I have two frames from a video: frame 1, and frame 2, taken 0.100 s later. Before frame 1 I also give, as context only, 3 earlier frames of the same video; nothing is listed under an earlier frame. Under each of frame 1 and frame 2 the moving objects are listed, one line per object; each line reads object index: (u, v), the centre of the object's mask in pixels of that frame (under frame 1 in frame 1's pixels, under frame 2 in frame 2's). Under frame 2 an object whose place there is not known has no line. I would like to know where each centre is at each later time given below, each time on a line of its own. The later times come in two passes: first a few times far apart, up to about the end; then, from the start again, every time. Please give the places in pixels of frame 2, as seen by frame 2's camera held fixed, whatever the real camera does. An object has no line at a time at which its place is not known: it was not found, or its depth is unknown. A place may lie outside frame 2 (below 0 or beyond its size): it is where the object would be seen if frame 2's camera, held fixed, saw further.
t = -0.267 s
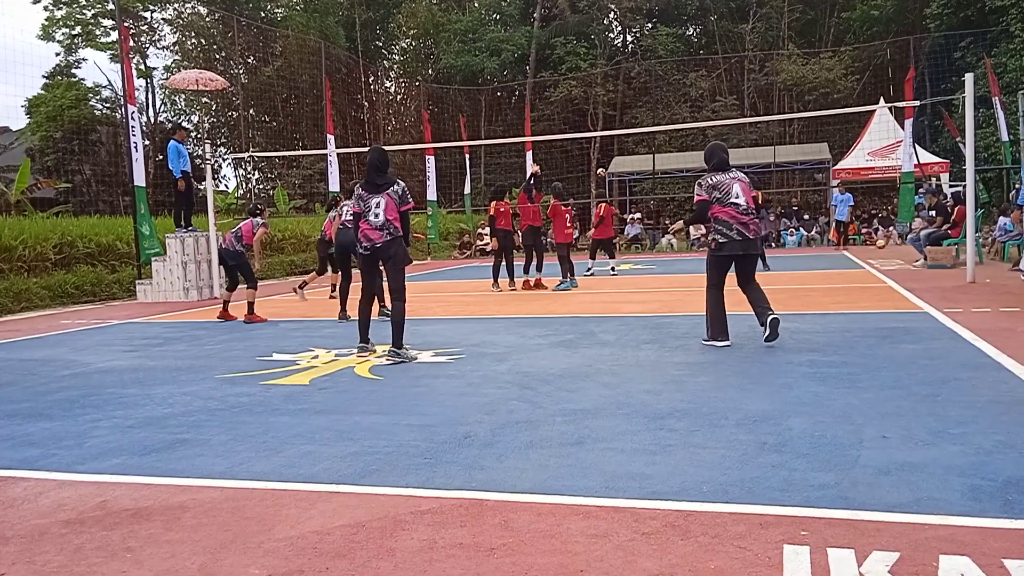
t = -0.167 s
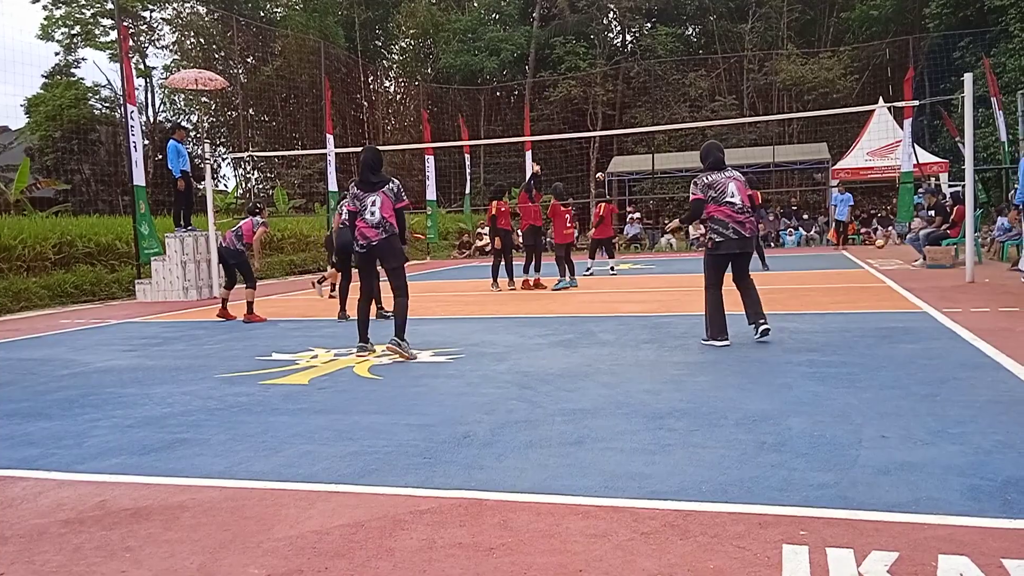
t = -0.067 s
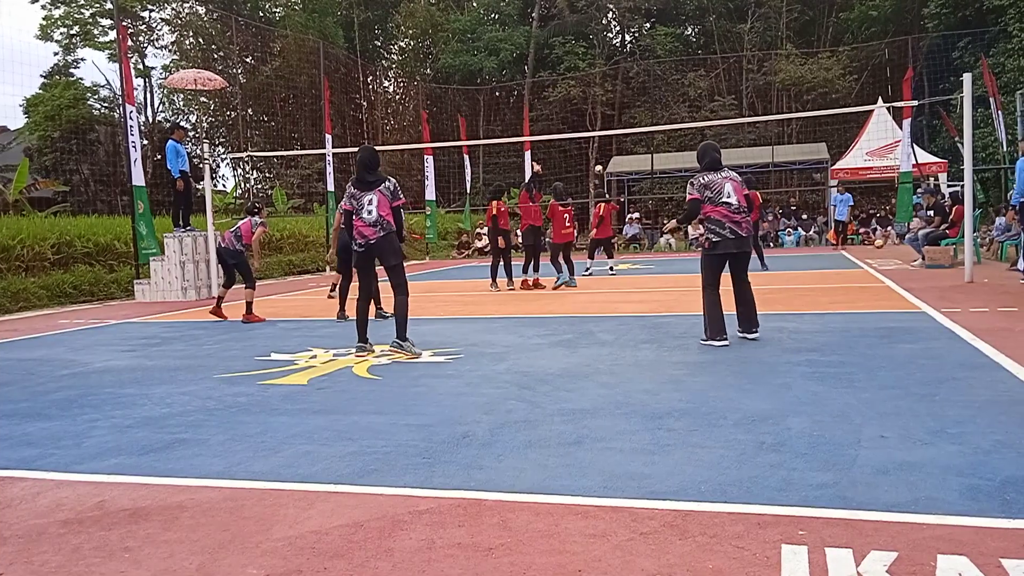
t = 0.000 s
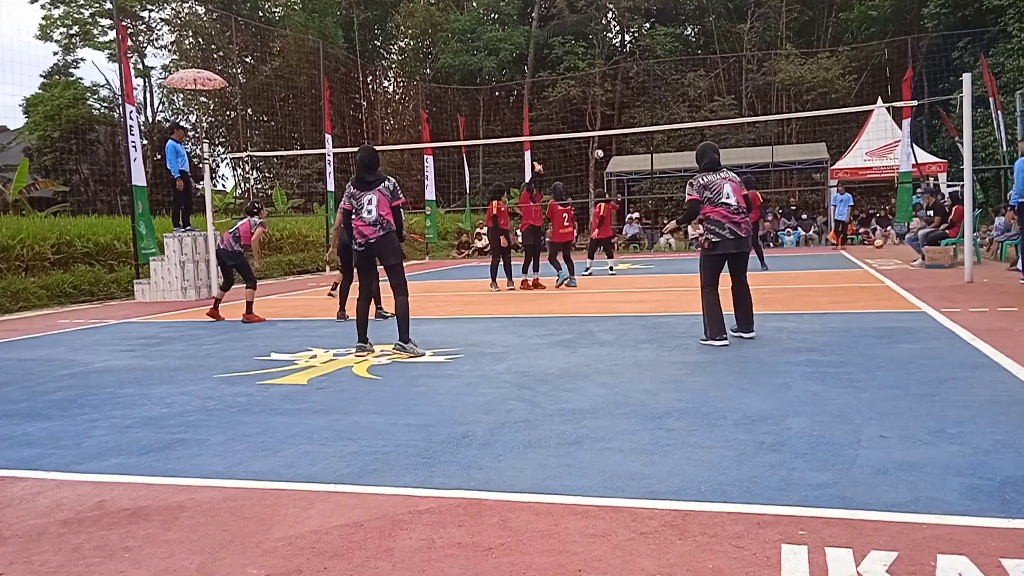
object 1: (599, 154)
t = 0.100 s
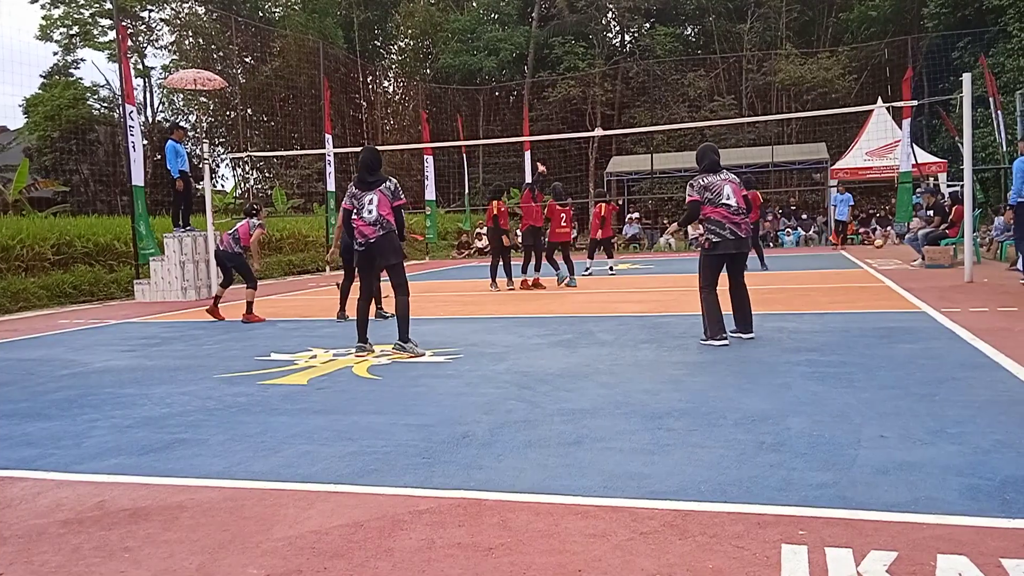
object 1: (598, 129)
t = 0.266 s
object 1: (600, 99)
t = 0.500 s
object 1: (604, 67)
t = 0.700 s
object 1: (608, 57)
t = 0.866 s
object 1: (614, 67)
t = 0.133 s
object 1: (598, 125)
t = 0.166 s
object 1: (598, 118)
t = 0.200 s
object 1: (599, 112)
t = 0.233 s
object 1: (599, 105)
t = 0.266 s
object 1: (600, 99)
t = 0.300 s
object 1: (600, 93)
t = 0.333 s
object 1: (601, 88)
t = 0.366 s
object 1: (601, 82)
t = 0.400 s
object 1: (602, 78)
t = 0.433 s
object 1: (602, 75)
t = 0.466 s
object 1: (603, 70)
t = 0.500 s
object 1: (604, 67)
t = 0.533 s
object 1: (604, 64)
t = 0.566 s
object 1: (605, 61)
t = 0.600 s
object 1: (605, 59)
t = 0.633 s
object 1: (606, 57)
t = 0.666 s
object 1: (607, 57)
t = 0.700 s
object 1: (608, 57)
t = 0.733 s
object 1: (609, 57)
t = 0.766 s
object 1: (610, 58)
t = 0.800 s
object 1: (611, 60)
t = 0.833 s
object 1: (613, 63)
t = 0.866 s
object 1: (614, 67)
